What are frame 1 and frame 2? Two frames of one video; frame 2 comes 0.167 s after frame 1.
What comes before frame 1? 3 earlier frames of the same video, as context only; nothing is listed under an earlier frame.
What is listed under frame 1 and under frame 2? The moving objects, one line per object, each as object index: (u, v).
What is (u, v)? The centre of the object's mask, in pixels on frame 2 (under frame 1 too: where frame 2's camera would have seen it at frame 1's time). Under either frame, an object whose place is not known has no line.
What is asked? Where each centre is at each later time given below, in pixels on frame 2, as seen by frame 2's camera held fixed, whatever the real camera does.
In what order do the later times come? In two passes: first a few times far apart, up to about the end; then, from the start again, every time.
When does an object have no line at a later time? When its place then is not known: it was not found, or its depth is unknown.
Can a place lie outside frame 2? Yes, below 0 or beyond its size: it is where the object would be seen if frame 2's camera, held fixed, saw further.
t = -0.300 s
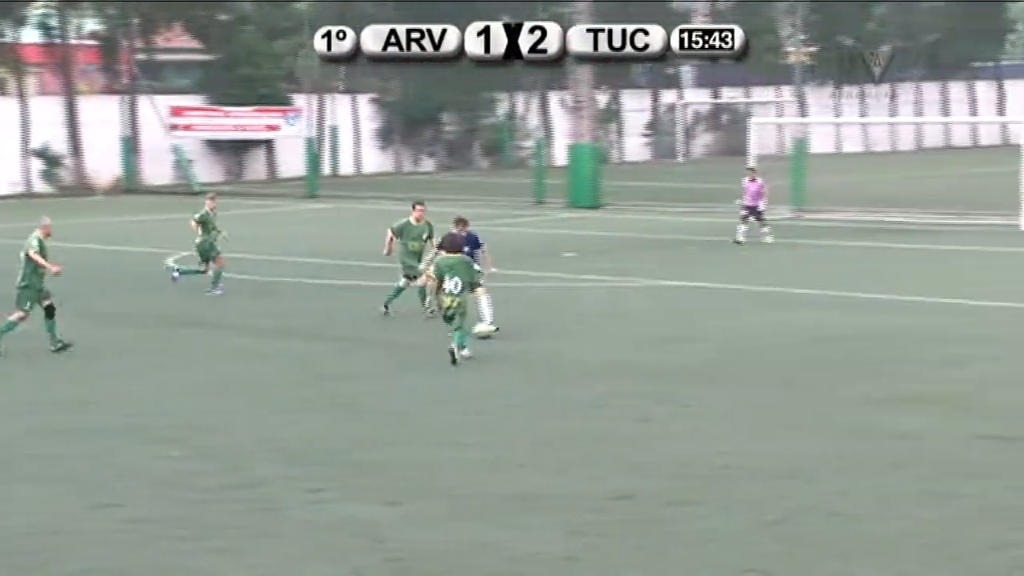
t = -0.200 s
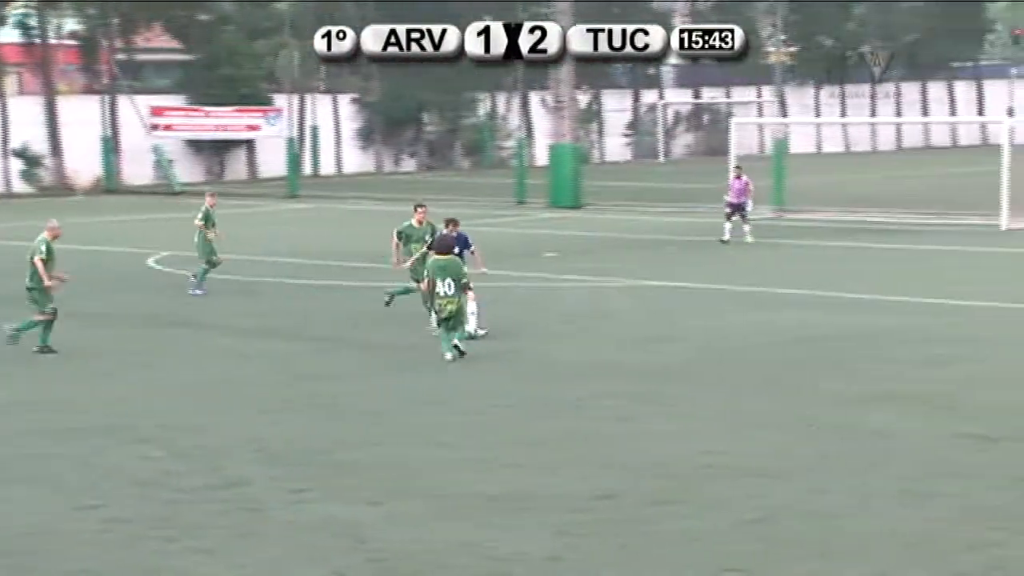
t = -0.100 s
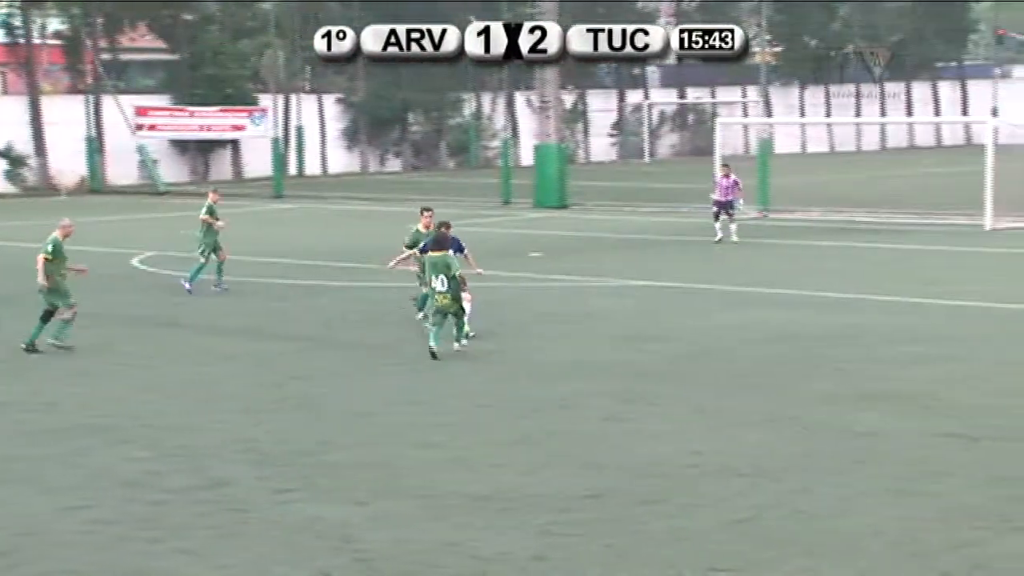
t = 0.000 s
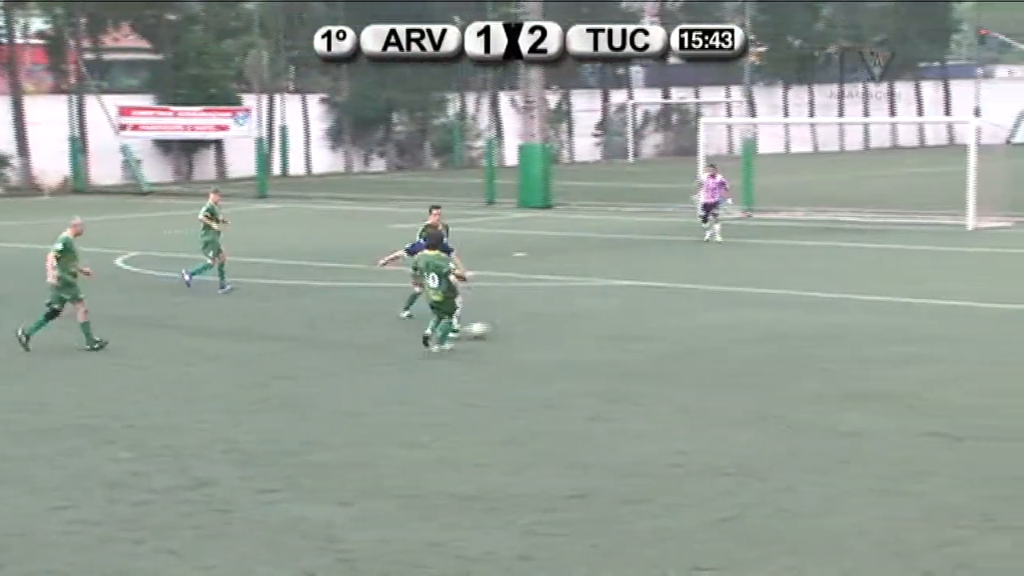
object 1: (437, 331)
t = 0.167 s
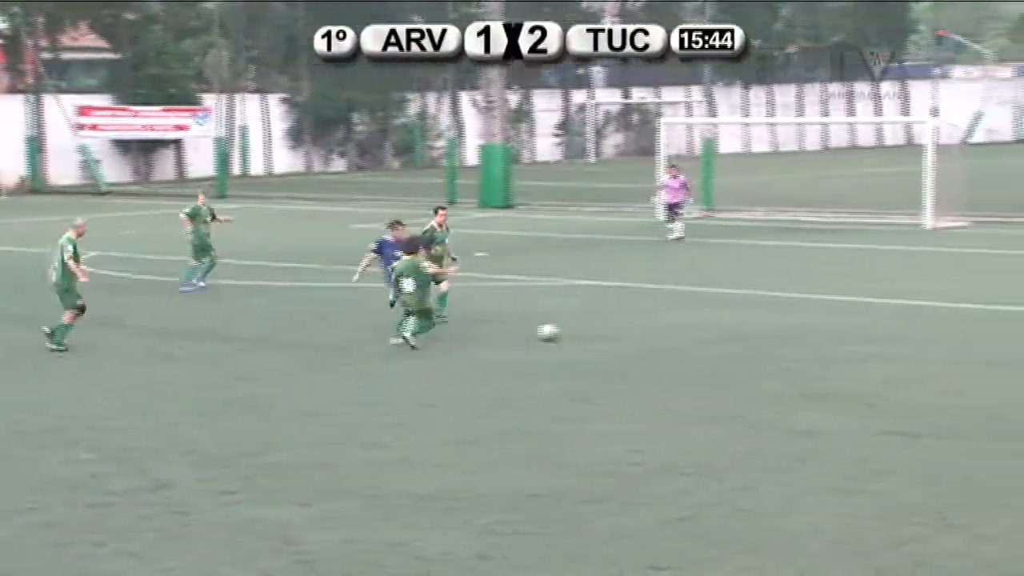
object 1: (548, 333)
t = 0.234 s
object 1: (590, 334)
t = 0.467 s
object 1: (722, 336)
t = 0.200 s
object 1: (570, 333)
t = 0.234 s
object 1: (590, 334)
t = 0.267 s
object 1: (610, 334)
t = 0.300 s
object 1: (631, 335)
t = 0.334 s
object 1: (650, 335)
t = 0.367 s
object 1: (669, 335)
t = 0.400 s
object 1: (688, 336)
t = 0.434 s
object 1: (706, 336)
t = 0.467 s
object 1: (722, 336)
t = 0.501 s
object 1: (738, 337)
